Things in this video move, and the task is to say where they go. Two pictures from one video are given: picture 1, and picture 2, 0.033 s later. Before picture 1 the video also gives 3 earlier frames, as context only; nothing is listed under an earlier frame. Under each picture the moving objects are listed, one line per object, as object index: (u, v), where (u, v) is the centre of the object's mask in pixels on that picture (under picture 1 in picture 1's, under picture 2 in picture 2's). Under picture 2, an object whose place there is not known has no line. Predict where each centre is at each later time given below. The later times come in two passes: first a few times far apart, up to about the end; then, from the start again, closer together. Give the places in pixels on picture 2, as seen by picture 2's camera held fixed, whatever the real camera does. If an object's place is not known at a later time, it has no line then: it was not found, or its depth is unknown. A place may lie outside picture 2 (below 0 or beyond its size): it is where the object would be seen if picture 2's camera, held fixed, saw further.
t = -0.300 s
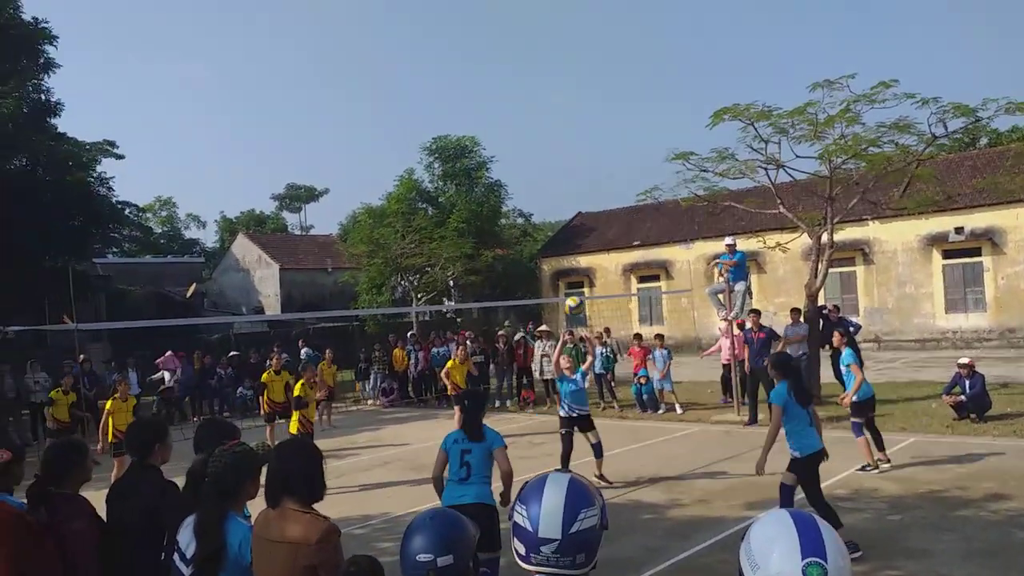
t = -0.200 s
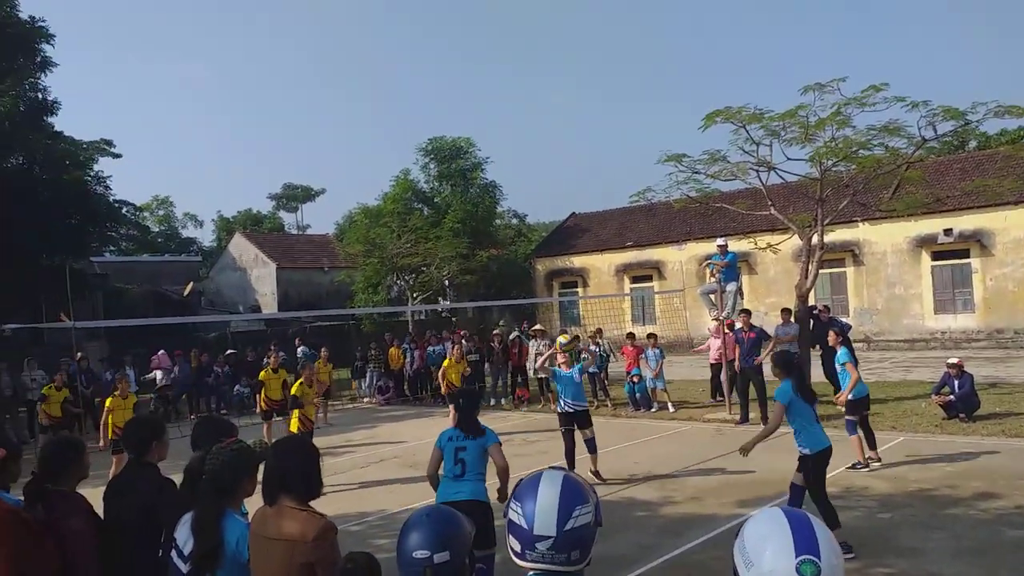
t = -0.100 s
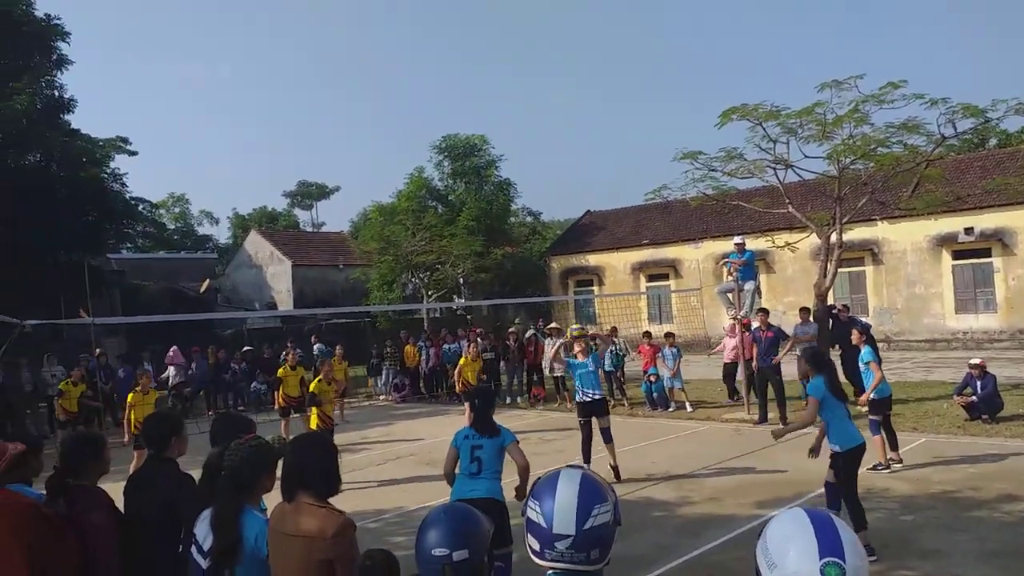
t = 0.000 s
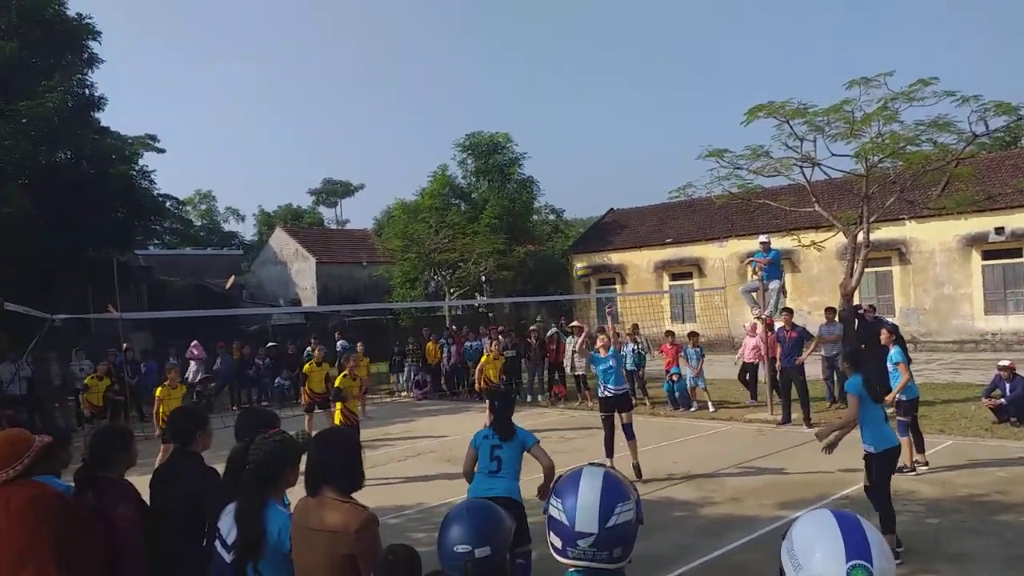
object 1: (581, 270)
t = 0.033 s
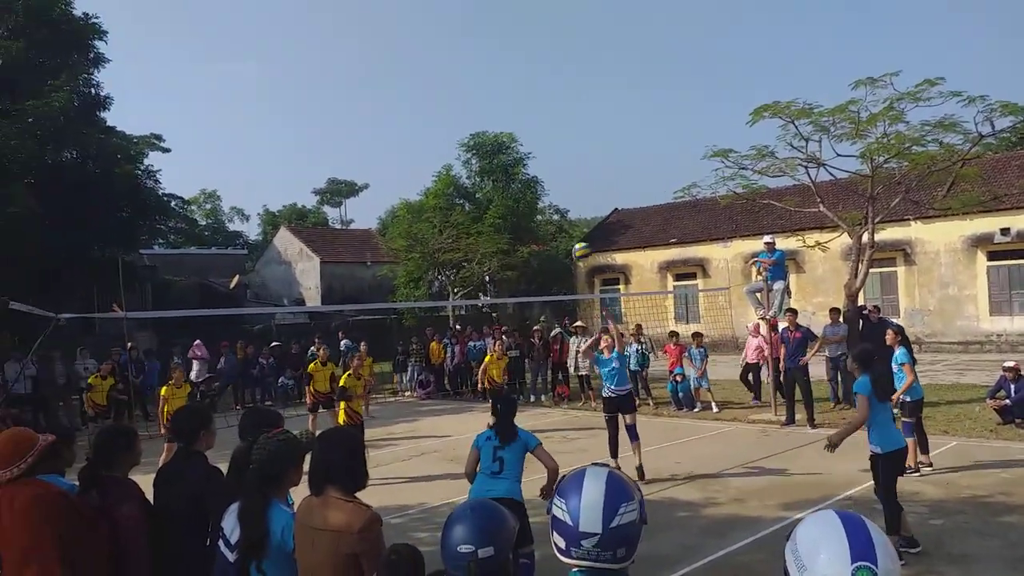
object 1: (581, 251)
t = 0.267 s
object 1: (547, 136)
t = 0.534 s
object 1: (506, 63)
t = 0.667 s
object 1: (485, 50)
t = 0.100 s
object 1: (572, 214)
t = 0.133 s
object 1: (567, 197)
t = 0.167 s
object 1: (562, 181)
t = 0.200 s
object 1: (557, 165)
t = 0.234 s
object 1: (552, 150)
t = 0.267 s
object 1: (547, 136)
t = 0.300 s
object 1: (542, 123)
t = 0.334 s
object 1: (537, 111)
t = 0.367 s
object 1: (532, 100)
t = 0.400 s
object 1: (526, 91)
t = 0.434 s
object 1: (519, 82)
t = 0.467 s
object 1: (514, 75)
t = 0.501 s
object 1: (509, 69)
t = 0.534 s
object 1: (506, 63)
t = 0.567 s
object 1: (504, 57)
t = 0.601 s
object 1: (499, 53)
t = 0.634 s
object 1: (492, 51)
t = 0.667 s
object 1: (485, 50)
